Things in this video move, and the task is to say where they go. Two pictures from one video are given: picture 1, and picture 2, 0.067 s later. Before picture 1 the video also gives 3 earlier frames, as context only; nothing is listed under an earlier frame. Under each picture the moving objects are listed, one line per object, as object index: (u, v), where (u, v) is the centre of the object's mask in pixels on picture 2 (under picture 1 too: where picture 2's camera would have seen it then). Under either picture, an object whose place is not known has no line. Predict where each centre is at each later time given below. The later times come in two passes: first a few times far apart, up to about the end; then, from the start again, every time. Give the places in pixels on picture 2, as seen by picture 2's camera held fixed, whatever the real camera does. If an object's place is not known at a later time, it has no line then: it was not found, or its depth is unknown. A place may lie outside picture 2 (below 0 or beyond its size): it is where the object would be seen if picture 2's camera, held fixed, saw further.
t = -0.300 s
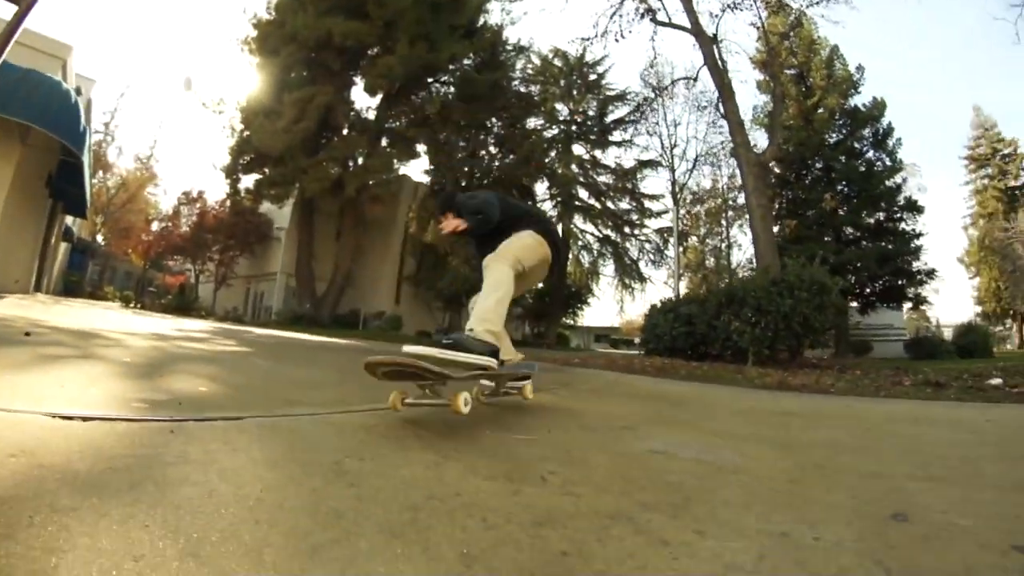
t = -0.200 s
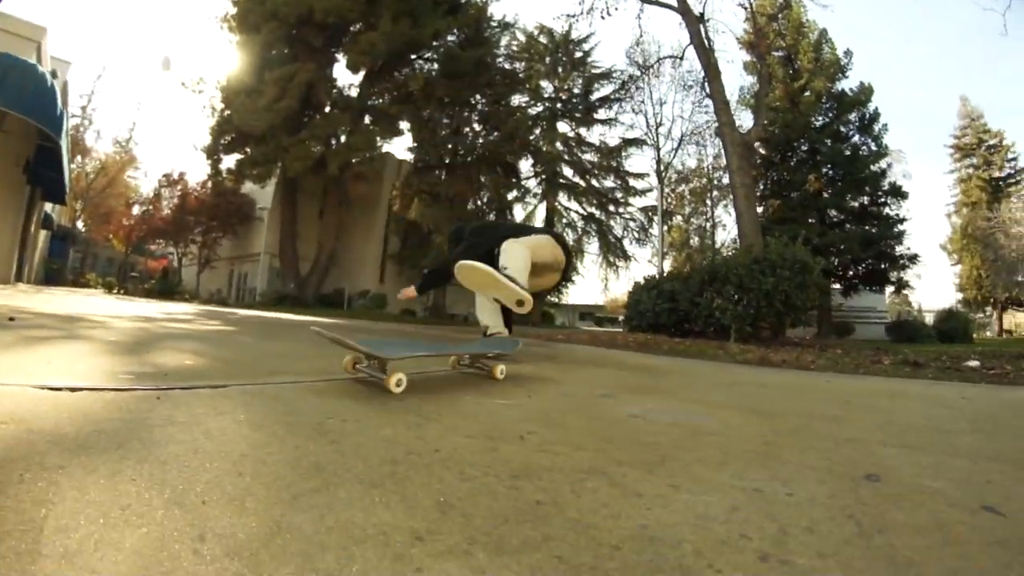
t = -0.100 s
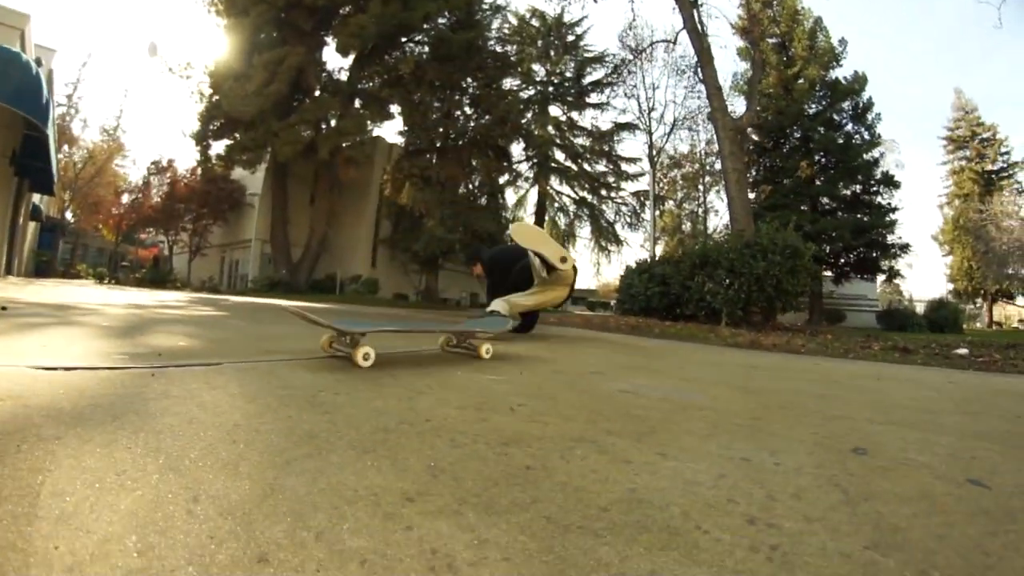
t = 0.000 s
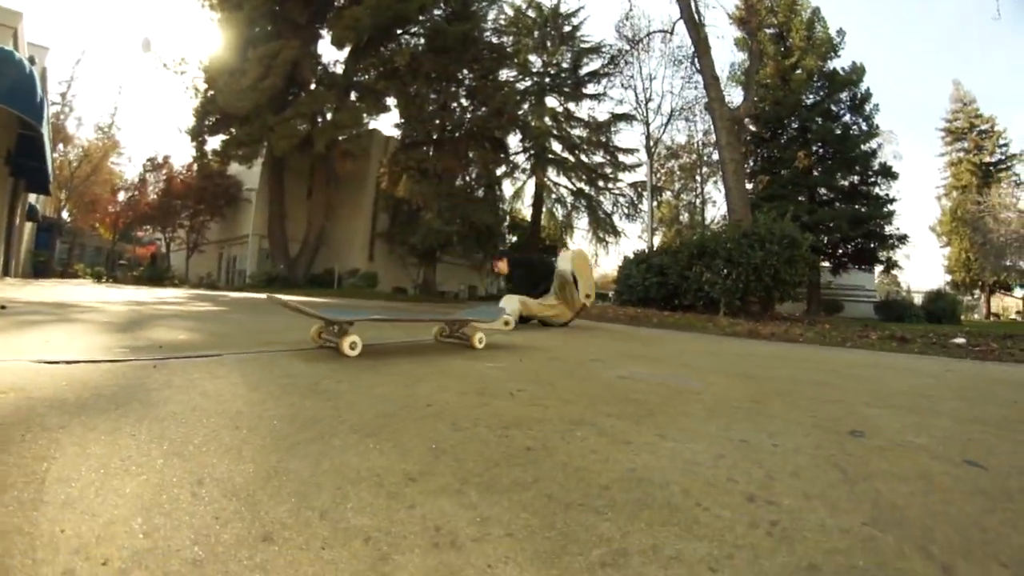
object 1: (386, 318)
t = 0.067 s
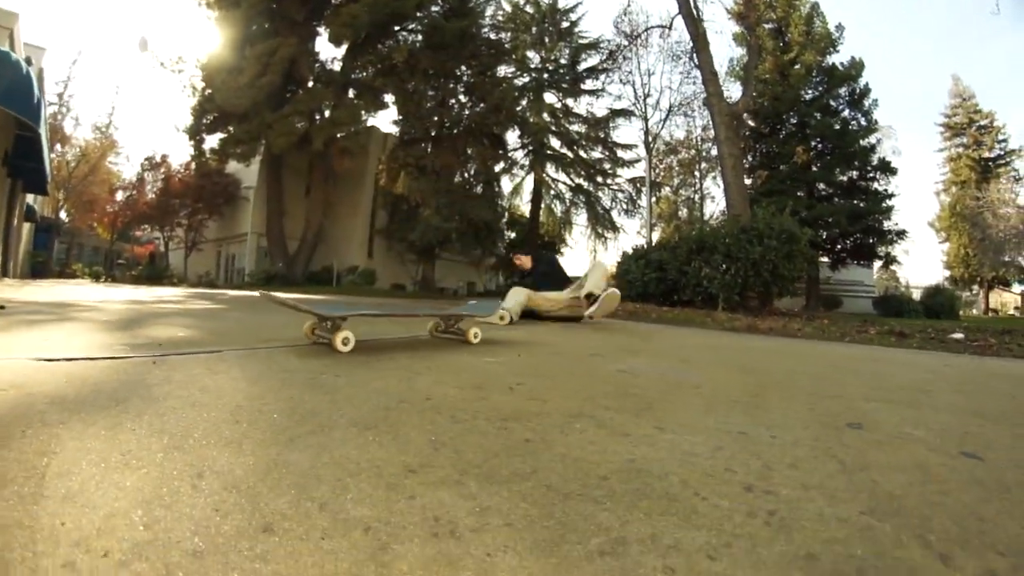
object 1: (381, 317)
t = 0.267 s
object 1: (371, 314)
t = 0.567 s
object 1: (359, 312)
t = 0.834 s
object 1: (353, 311)
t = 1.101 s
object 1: (355, 312)
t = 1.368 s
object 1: (358, 312)
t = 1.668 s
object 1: (362, 315)
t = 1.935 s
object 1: (366, 321)
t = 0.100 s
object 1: (379, 316)
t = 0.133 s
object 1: (376, 315)
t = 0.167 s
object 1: (377, 315)
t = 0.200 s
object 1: (374, 314)
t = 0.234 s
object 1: (373, 314)
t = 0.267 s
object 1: (371, 314)
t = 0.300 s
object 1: (370, 314)
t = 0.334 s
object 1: (368, 313)
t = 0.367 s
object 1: (367, 313)
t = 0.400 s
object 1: (363, 313)
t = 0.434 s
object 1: (363, 312)
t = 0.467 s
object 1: (362, 312)
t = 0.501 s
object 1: (361, 312)
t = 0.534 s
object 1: (360, 312)
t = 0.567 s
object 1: (359, 312)
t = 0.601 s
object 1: (358, 311)
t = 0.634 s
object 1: (357, 311)
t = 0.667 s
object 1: (356, 312)
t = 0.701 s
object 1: (355, 312)
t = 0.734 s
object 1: (354, 311)
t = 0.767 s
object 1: (353, 311)
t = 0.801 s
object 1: (353, 311)
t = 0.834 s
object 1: (353, 311)
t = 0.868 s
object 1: (352, 311)
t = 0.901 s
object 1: (352, 311)
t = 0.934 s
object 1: (352, 311)
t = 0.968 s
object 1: (352, 311)
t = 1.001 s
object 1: (353, 311)
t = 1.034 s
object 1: (354, 311)
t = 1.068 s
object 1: (355, 312)
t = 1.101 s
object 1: (355, 312)
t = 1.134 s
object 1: (356, 312)
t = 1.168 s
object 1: (355, 312)
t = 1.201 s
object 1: (356, 312)
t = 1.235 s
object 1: (357, 312)
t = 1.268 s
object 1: (357, 312)
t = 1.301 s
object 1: (356, 312)
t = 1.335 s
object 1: (357, 312)
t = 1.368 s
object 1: (358, 312)
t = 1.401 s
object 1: (358, 312)
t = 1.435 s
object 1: (358, 312)
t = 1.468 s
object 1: (359, 312)
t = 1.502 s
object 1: (359, 312)
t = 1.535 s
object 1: (360, 312)
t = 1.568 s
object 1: (361, 312)
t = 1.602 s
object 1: (362, 313)
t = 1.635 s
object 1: (362, 314)
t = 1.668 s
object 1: (362, 315)
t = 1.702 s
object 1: (362, 315)
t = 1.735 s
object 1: (362, 315)
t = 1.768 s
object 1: (361, 316)
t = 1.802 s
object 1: (361, 317)
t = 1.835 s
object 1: (363, 317)
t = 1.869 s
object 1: (364, 318)
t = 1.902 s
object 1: (367, 320)
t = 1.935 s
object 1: (366, 321)
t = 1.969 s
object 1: (368, 323)
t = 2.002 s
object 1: (367, 325)
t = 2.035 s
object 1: (367, 325)
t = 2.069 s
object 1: (369, 326)
